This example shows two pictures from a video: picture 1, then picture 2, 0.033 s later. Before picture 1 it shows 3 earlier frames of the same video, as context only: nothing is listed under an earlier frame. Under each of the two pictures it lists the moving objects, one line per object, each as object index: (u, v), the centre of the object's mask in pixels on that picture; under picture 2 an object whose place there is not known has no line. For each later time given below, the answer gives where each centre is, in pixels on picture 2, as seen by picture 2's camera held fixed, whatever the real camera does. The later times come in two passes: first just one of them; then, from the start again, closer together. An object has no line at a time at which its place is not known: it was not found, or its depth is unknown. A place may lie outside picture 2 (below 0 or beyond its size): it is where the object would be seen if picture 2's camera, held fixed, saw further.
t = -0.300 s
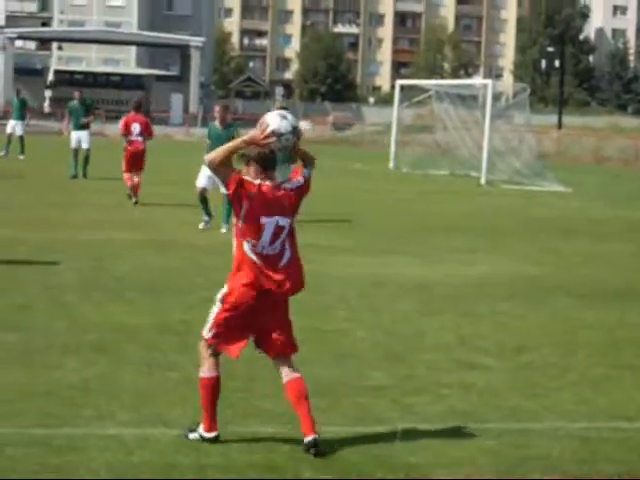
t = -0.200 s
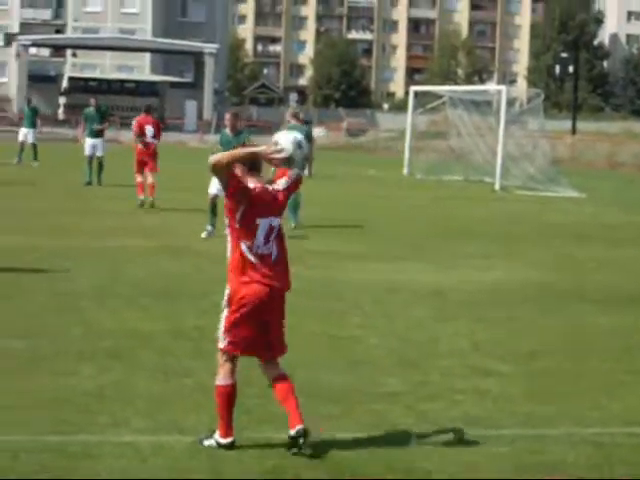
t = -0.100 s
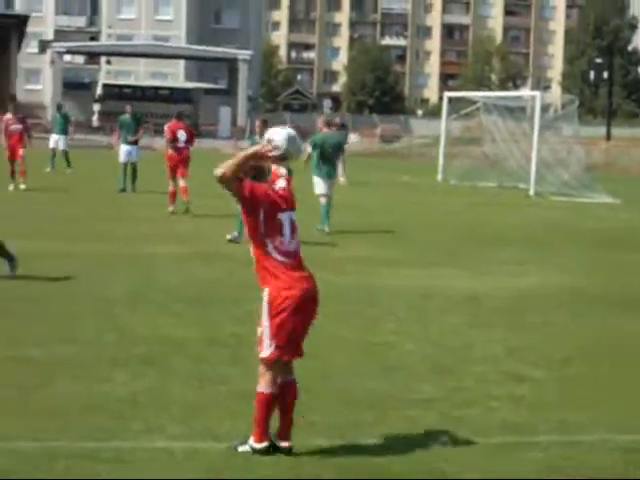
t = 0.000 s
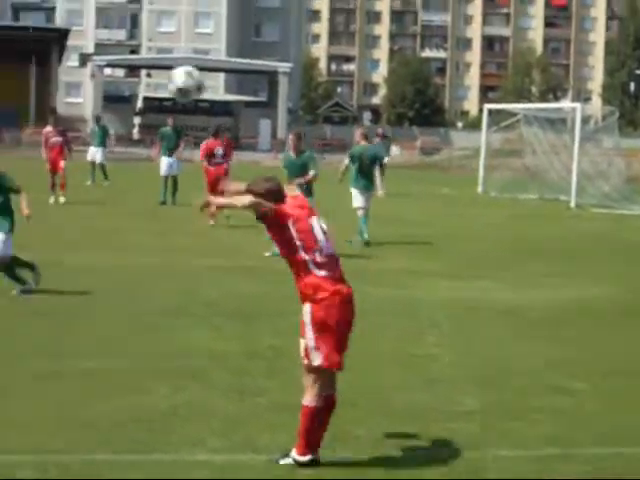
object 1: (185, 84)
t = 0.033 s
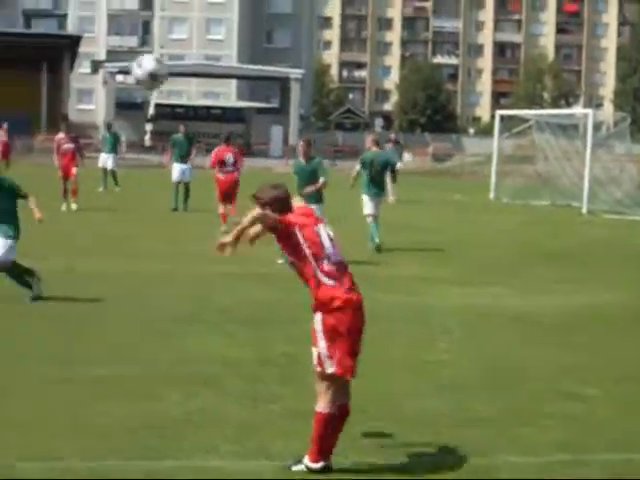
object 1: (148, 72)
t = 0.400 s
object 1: (-288, 9)
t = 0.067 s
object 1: (96, 51)
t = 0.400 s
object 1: (-288, 9)
